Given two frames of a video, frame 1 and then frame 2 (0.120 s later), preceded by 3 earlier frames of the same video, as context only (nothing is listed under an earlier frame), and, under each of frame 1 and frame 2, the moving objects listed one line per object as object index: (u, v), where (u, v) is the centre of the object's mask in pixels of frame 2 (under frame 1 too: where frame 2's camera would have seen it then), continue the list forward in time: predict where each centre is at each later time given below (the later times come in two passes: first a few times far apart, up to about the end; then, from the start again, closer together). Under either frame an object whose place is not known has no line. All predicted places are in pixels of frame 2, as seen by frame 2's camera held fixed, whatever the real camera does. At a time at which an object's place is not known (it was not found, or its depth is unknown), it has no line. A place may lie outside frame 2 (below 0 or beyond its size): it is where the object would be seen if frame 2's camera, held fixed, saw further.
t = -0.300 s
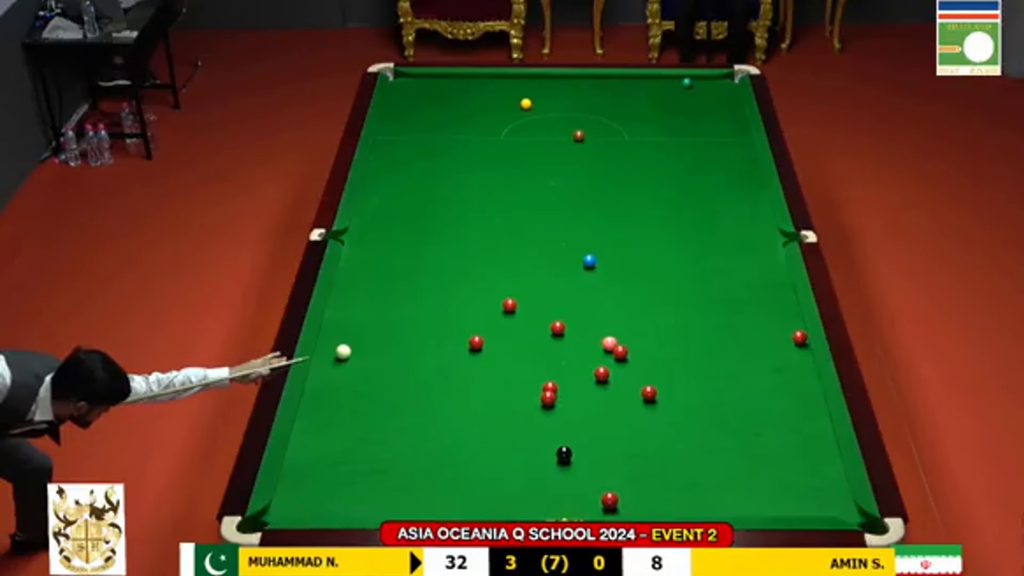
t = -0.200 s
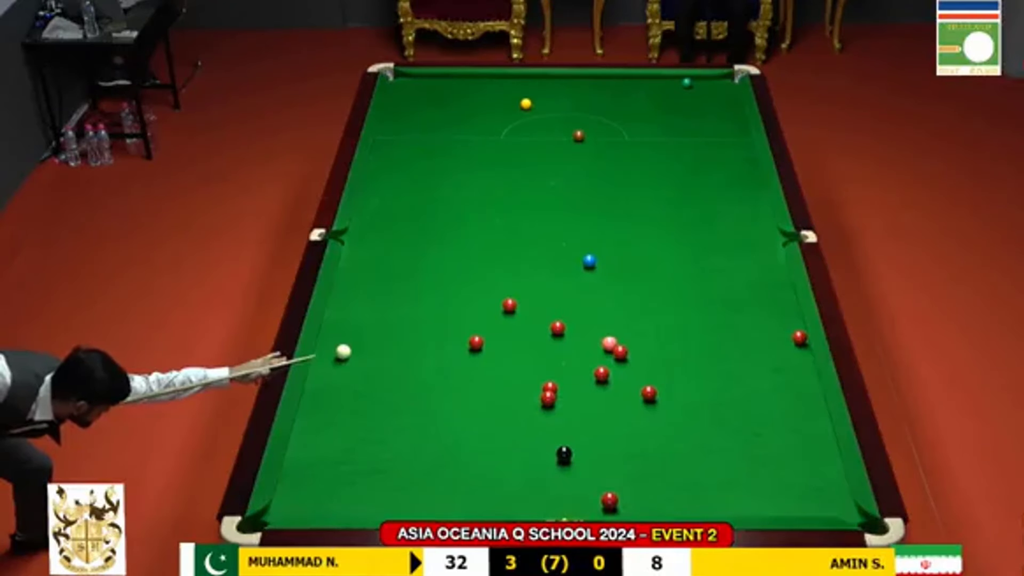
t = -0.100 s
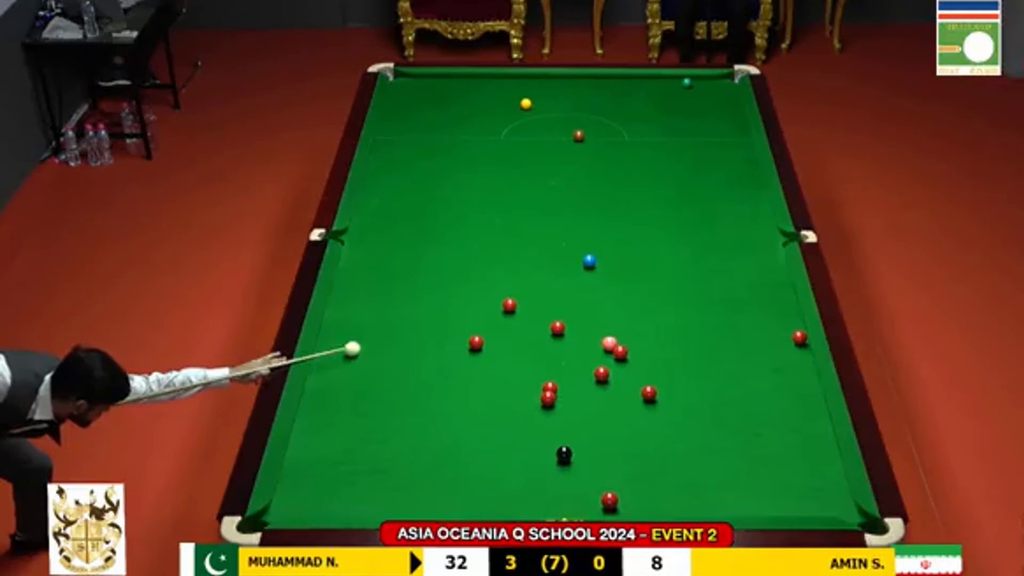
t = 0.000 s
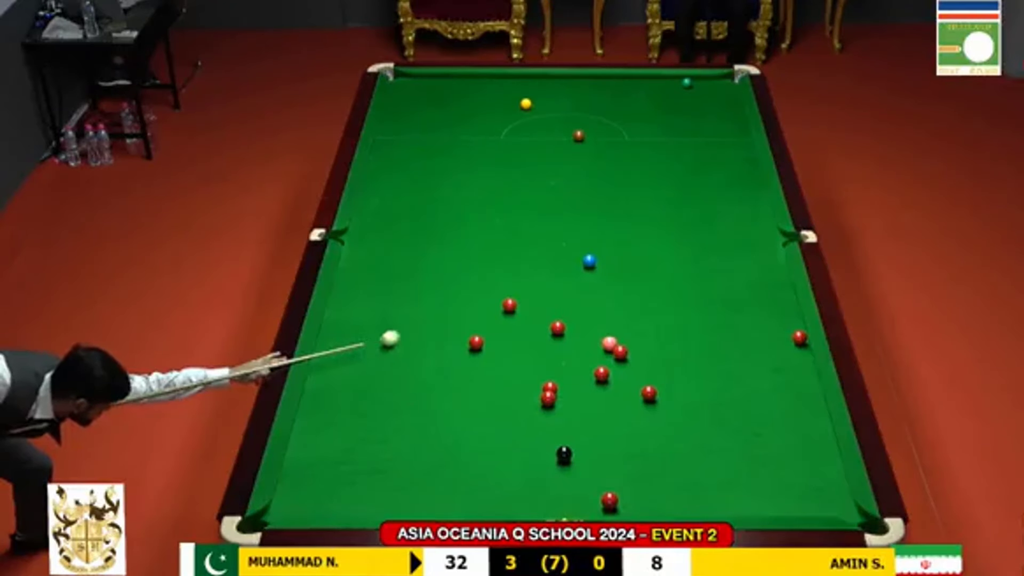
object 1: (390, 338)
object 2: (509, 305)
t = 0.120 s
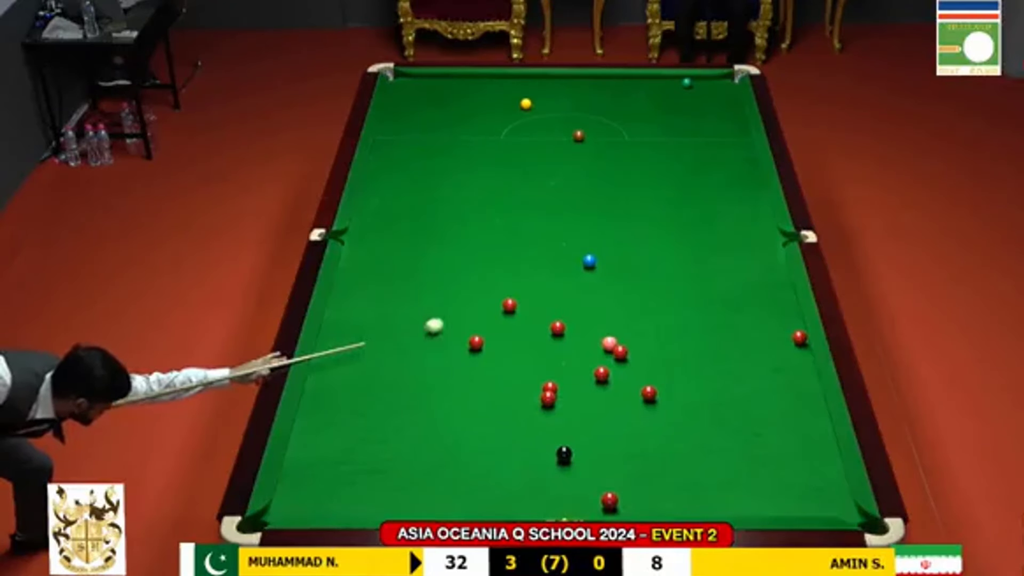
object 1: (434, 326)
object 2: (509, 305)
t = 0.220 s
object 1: (469, 316)
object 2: (509, 305)
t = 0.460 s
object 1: (502, 306)
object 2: (555, 293)
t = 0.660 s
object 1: (514, 301)
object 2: (595, 283)
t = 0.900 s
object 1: (528, 297)
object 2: (637, 271)
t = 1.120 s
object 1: (539, 293)
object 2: (674, 261)
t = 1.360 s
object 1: (549, 290)
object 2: (712, 251)
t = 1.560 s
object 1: (557, 287)
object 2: (741, 243)
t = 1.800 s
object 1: (566, 284)
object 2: (775, 234)
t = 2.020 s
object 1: (573, 281)
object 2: (768, 241)
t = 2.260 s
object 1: (578, 279)
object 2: (757, 249)
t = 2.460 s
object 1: (583, 278)
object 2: (749, 255)
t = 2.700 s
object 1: (586, 276)
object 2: (739, 262)
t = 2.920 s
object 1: (589, 275)
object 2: (730, 268)
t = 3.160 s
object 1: (591, 275)
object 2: (722, 274)
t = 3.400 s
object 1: (592, 275)
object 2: (713, 280)
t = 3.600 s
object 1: (592, 275)
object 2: (707, 285)
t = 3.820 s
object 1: (592, 275)
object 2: (700, 290)
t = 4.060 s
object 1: (592, 275)
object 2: (694, 294)
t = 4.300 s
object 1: (592, 275)
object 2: (688, 299)
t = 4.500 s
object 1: (592, 275)
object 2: (684, 302)
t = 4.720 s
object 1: (592, 275)
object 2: (679, 305)
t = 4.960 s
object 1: (592, 275)
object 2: (675, 308)
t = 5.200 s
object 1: (592, 275)
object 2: (671, 311)
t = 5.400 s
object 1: (592, 275)
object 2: (668, 312)
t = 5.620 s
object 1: (592, 275)
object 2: (667, 314)
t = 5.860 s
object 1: (592, 275)
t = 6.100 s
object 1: (592, 275)
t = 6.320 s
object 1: (592, 275)
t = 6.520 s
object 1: (592, 275)
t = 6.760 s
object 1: (592, 275)
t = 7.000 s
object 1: (592, 275)
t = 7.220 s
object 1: (592, 275)
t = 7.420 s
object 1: (592, 275)
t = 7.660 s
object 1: (592, 275)
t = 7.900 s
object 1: (592, 275)
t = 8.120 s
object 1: (592, 275)
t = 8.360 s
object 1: (592, 275)
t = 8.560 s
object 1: (592, 275)
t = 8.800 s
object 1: (592, 275)
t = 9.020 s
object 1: (592, 275)
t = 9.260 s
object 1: (592, 275)
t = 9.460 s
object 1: (592, 275)
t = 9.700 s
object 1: (592, 275)
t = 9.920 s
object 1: (592, 275)
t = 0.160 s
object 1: (448, 322)
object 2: (509, 305)
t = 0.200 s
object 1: (462, 317)
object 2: (509, 305)
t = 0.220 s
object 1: (469, 316)
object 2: (509, 305)
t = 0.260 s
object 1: (483, 312)
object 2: (509, 305)
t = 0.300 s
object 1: (496, 308)
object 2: (511, 305)
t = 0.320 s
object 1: (497, 307)
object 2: (516, 304)
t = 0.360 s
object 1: (497, 307)
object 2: (528, 301)
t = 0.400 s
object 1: (499, 307)
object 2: (539, 297)
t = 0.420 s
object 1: (500, 307)
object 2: (545, 296)
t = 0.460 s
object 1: (502, 306)
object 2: (555, 293)
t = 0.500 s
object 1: (505, 305)
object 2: (564, 291)
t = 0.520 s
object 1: (506, 304)
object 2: (568, 289)
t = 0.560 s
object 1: (509, 303)
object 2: (577, 288)
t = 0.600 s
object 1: (511, 303)
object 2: (584, 286)
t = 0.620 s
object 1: (512, 302)
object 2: (587, 284)
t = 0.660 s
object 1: (514, 301)
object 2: (595, 283)
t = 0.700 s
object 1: (517, 301)
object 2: (602, 280)
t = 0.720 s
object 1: (518, 300)
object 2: (606, 279)
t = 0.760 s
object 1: (520, 300)
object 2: (613, 277)
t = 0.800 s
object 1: (522, 299)
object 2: (620, 275)
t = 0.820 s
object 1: (523, 298)
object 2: (623, 275)
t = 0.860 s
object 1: (525, 298)
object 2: (630, 273)
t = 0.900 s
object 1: (528, 297)
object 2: (637, 271)
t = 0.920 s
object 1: (528, 297)
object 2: (641, 270)
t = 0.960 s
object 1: (531, 296)
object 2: (647, 268)
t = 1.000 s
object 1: (533, 295)
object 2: (654, 266)
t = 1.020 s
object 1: (534, 295)
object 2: (657, 265)
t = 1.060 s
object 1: (536, 294)
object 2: (664, 263)
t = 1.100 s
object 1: (537, 294)
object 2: (670, 262)
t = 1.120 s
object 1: (539, 293)
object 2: (674, 261)
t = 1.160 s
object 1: (540, 292)
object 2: (680, 260)
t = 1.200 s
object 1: (542, 292)
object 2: (687, 258)
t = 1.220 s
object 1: (543, 291)
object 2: (690, 257)
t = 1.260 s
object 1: (545, 291)
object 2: (696, 255)
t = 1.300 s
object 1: (547, 290)
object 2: (702, 253)
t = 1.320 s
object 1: (548, 290)
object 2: (705, 253)
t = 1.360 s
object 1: (549, 290)
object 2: (712, 251)
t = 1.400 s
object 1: (551, 289)
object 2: (718, 249)
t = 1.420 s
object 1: (552, 289)
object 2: (721, 249)
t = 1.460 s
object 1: (554, 288)
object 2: (727, 247)
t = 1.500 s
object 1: (555, 288)
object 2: (733, 246)
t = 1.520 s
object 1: (556, 287)
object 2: (736, 245)
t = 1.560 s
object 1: (557, 287)
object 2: (741, 243)
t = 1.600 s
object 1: (559, 286)
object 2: (747, 242)
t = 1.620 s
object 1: (560, 286)
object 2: (750, 241)
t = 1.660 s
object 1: (561, 285)
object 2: (756, 239)
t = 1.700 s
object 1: (563, 285)
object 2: (762, 238)
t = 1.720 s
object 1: (563, 285)
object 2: (764, 237)
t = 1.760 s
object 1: (564, 284)
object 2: (770, 236)
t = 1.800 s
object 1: (566, 284)
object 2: (775, 234)
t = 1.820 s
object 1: (567, 283)
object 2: (778, 233)
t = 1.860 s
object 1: (568, 283)
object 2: (775, 235)
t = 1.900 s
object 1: (569, 283)
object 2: (772, 236)
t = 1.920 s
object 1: (569, 283)
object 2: (772, 237)
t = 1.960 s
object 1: (571, 282)
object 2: (770, 238)
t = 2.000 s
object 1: (572, 282)
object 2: (768, 240)
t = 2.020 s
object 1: (573, 281)
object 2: (768, 241)
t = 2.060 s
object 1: (573, 281)
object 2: (766, 242)
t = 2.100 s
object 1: (575, 280)
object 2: (764, 244)
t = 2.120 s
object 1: (575, 280)
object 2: (763, 244)
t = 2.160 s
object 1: (576, 280)
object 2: (762, 245)
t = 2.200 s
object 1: (577, 280)
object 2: (760, 246)
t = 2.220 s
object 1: (577, 280)
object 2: (759, 247)
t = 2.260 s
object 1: (578, 279)
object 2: (757, 249)
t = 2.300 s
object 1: (579, 279)
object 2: (755, 250)
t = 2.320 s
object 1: (580, 279)
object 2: (754, 250)
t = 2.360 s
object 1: (580, 278)
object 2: (753, 252)
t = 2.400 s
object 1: (581, 278)
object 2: (751, 253)
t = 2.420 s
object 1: (582, 278)
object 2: (750, 253)
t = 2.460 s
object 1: (583, 278)
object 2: (749, 255)
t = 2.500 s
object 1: (583, 278)
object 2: (747, 256)
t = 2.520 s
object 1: (584, 277)
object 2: (746, 256)
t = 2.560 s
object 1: (584, 277)
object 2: (744, 258)
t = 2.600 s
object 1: (585, 277)
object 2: (743, 259)
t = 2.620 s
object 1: (585, 277)
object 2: (742, 259)
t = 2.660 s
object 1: (586, 277)
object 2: (740, 261)
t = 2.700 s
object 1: (586, 276)
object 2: (739, 262)
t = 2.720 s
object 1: (587, 276)
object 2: (738, 262)
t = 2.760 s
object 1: (587, 276)
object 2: (736, 263)
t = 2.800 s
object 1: (588, 276)
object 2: (735, 264)
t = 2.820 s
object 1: (588, 276)
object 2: (734, 265)
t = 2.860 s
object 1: (588, 276)
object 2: (733, 266)
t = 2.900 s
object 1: (589, 276)
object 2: (731, 267)
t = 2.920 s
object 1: (589, 275)
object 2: (730, 268)
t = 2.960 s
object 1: (590, 275)
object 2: (729, 269)
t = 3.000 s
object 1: (590, 275)
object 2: (728, 270)
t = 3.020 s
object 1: (590, 275)
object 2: (727, 270)
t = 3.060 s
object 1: (590, 275)
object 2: (725, 272)
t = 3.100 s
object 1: (590, 275)
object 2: (724, 273)
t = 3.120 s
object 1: (591, 275)
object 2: (723, 273)
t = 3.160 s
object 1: (591, 275)
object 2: (722, 274)
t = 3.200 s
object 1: (591, 275)
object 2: (720, 275)
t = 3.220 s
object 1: (591, 275)
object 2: (720, 276)
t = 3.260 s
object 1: (591, 275)
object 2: (718, 277)
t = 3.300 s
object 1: (591, 275)
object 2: (717, 278)
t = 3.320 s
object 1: (591, 275)
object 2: (716, 278)
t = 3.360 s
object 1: (592, 275)
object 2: (715, 279)
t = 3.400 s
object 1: (592, 275)
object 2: (713, 280)
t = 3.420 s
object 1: (592, 275)
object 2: (713, 281)
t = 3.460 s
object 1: (592, 275)
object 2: (712, 282)
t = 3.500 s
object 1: (592, 275)
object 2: (710, 283)
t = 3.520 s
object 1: (592, 275)
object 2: (710, 283)
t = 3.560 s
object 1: (592, 275)
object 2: (708, 284)
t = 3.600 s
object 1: (592, 275)
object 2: (707, 285)
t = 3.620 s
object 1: (592, 275)
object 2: (707, 285)
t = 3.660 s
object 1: (592, 275)
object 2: (705, 286)
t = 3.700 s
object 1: (592, 275)
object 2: (704, 287)
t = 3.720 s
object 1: (592, 275)
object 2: (703, 287)
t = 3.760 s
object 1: (592, 275)
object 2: (702, 288)
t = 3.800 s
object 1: (592, 275)
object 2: (701, 289)
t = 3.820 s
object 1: (592, 275)
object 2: (700, 290)
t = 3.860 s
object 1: (592, 275)
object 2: (699, 290)
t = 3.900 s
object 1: (592, 275)
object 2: (698, 291)
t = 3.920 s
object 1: (592, 275)
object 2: (698, 291)
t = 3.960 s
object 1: (592, 275)
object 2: (696, 292)
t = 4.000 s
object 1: (592, 275)
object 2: (695, 293)
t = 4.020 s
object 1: (592, 275)
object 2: (695, 293)
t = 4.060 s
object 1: (592, 275)
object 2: (694, 294)
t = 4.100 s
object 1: (592, 275)
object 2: (693, 295)
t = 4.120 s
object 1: (592, 275)
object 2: (692, 295)
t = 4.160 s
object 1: (592, 275)
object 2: (691, 296)
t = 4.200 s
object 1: (592, 275)
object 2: (690, 297)
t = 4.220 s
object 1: (592, 275)
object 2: (690, 297)
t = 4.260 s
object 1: (592, 275)
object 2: (689, 298)
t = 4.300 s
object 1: (592, 275)
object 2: (688, 299)
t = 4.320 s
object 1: (592, 275)
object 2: (687, 299)
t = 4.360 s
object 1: (592, 275)
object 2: (687, 300)
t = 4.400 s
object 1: (592, 275)
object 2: (686, 300)
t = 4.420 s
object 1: (592, 275)
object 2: (685, 301)
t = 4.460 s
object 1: (592, 275)
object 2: (684, 301)
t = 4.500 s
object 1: (592, 275)
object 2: (684, 302)
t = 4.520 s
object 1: (592, 275)
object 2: (683, 302)
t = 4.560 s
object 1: (592, 275)
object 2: (682, 303)
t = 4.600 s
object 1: (592, 275)
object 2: (682, 303)
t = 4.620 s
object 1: (592, 275)
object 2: (681, 304)
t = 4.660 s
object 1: (592, 274)
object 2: (680, 304)
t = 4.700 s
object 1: (592, 275)
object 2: (679, 305)
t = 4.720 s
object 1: (592, 275)
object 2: (679, 305)
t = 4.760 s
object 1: (592, 275)
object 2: (678, 306)
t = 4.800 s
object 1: (592, 275)
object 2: (678, 306)
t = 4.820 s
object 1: (592, 275)
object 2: (677, 307)
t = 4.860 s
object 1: (592, 275)
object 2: (677, 307)
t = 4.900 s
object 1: (592, 275)
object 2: (676, 308)
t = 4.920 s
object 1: (592, 275)
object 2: (675, 308)
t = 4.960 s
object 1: (592, 275)
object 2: (675, 308)
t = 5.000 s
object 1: (592, 275)
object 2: (674, 309)
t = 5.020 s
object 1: (592, 275)
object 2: (674, 309)
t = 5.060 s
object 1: (592, 275)
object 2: (673, 310)
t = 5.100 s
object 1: (592, 275)
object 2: (673, 310)
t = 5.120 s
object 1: (592, 275)
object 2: (672, 310)
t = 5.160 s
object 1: (592, 275)
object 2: (672, 310)
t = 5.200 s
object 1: (592, 275)
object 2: (671, 311)
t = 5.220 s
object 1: (592, 275)
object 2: (671, 311)
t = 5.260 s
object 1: (592, 275)
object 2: (670, 311)
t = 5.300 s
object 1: (592, 275)
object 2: (670, 312)
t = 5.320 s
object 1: (592, 275)
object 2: (669, 312)
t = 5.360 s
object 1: (592, 275)
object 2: (669, 312)
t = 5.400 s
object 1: (592, 275)
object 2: (668, 312)
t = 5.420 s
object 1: (592, 275)
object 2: (668, 313)
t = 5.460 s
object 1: (592, 275)
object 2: (668, 313)
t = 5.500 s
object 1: (592, 275)
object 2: (668, 313)
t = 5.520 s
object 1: (592, 275)
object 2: (667, 313)
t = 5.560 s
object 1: (592, 275)
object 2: (667, 313)
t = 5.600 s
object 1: (592, 275)
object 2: (667, 314)
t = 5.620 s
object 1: (592, 275)
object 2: (667, 314)
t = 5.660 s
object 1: (592, 275)
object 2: (667, 314)
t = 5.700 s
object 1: (592, 275)
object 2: (666, 314)
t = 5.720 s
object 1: (592, 275)
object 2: (666, 314)
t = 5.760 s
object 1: (592, 275)
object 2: (666, 315)
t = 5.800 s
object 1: (592, 275)
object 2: (665, 315)
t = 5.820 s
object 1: (592, 275)
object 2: (665, 315)
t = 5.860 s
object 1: (592, 275)
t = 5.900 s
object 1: (592, 275)
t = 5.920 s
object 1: (592, 275)
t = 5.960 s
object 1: (592, 275)
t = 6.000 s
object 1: (592, 275)
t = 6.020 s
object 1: (592, 275)
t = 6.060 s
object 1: (592, 275)
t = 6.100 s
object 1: (592, 275)
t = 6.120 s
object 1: (592, 275)
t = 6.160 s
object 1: (592, 275)
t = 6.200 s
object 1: (592, 275)
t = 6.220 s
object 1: (592, 275)
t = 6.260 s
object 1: (592, 275)
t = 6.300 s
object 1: (592, 275)
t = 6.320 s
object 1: (592, 275)
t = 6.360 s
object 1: (592, 275)
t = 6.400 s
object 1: (592, 275)
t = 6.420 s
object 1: (592, 275)
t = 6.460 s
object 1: (592, 275)
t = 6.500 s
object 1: (592, 275)
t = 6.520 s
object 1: (592, 275)
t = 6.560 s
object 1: (592, 275)
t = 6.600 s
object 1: (592, 275)
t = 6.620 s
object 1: (592, 275)
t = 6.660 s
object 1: (592, 275)
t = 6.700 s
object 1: (592, 275)
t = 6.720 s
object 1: (592, 275)
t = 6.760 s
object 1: (592, 275)
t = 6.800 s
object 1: (592, 275)
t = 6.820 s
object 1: (592, 275)
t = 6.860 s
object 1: (592, 275)
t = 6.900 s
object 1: (592, 275)
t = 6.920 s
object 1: (592, 275)
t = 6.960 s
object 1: (592, 275)
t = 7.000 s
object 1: (592, 275)
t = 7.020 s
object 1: (592, 275)
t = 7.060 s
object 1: (592, 275)
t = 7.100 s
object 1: (592, 275)
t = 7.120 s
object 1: (592, 275)
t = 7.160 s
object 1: (592, 275)
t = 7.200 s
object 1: (592, 275)
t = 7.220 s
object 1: (592, 275)
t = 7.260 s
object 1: (592, 275)
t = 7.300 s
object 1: (592, 275)
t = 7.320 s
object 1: (592, 275)
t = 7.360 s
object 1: (592, 275)
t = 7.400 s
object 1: (592, 275)
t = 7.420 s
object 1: (592, 275)
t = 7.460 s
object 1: (592, 275)
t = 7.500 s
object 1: (592, 275)
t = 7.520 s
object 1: (592, 275)
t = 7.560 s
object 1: (592, 275)
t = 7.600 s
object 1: (592, 275)
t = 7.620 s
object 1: (592, 275)
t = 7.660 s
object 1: (592, 275)
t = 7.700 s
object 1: (592, 275)
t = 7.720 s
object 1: (592, 275)
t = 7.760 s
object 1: (592, 275)
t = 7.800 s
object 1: (592, 275)
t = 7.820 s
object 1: (592, 275)
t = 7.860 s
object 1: (592, 275)
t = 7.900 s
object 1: (592, 275)
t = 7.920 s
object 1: (592, 275)
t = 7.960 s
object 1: (592, 275)
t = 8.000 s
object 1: (592, 275)
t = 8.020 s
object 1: (592, 275)
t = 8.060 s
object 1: (592, 275)
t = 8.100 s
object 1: (592, 275)
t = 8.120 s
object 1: (592, 275)
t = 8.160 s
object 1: (592, 275)
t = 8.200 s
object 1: (592, 275)
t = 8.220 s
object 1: (592, 275)
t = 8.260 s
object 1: (592, 275)
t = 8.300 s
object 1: (592, 275)
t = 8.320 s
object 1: (592, 275)
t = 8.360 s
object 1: (592, 275)
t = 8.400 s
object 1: (592, 275)
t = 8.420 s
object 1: (592, 275)
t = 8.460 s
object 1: (592, 275)
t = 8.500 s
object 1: (592, 275)
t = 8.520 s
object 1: (592, 275)
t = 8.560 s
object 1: (592, 275)
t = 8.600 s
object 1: (592, 275)
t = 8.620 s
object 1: (592, 275)
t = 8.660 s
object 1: (592, 275)
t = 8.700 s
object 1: (592, 275)
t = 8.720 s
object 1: (592, 275)
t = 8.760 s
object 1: (592, 275)
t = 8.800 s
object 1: (592, 275)
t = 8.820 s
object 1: (592, 275)
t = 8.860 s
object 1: (592, 275)
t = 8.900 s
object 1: (592, 275)
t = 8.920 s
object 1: (592, 275)
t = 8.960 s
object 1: (592, 275)
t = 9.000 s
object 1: (592, 275)
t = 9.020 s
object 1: (592, 275)
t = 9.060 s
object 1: (592, 275)
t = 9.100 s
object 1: (592, 275)
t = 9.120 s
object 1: (592, 275)
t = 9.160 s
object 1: (592, 275)
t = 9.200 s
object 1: (592, 275)
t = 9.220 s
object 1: (592, 275)
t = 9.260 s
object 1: (592, 275)
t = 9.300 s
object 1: (592, 275)
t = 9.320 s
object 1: (592, 275)
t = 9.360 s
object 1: (592, 275)
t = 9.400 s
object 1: (592, 275)
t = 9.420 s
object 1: (592, 275)
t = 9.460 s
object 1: (592, 275)
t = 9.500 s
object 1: (592, 275)
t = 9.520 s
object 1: (592, 275)
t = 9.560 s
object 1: (592, 275)
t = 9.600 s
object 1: (592, 275)
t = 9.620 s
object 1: (592, 275)
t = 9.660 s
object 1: (592, 275)
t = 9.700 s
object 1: (592, 275)
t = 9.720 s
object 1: (592, 275)
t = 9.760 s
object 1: (592, 275)
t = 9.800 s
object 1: (592, 275)
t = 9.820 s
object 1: (592, 275)
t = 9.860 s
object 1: (592, 275)
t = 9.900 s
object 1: (592, 275)
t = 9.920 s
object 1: (592, 275)
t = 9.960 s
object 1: (592, 275)
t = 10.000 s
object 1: (592, 275)
